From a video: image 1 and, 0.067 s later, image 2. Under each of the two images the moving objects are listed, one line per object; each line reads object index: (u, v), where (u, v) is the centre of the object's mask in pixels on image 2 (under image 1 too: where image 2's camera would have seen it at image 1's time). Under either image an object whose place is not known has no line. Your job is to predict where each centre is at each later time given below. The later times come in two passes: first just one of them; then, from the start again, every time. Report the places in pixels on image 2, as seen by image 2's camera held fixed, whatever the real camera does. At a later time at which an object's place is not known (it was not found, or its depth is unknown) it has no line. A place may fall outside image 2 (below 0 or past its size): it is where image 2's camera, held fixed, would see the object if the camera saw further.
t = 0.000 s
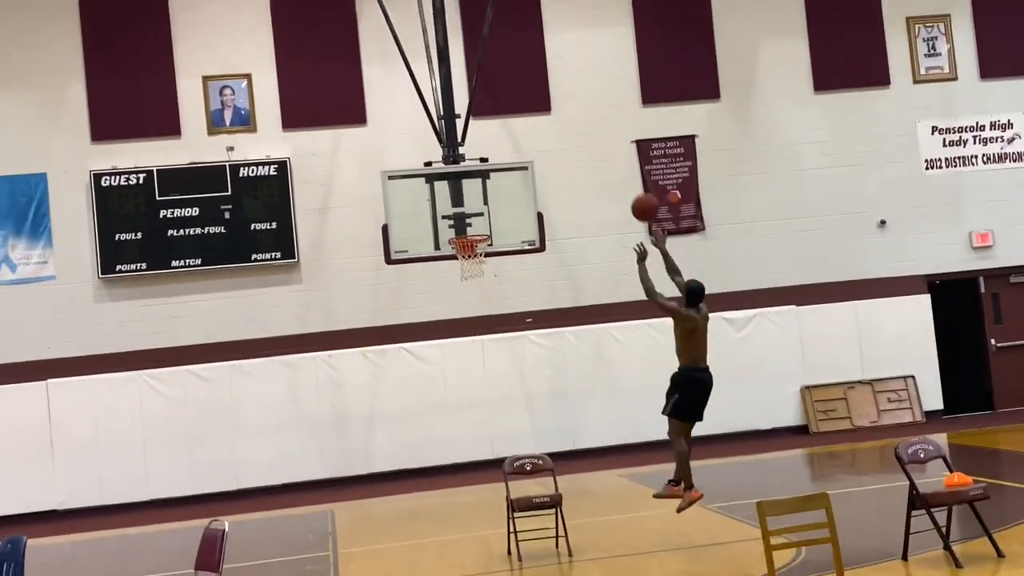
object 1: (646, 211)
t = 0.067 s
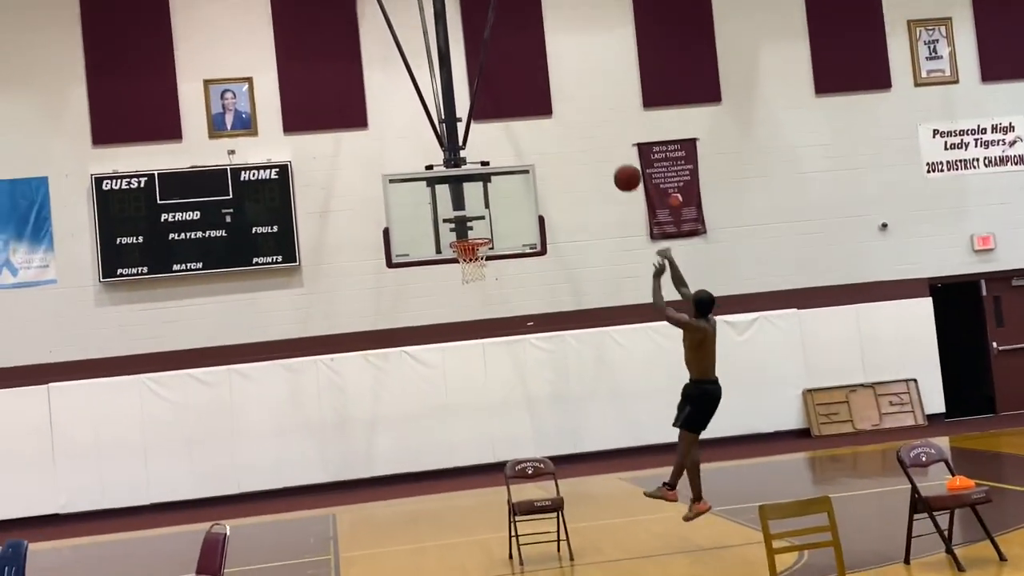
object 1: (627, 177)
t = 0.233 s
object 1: (586, 122)
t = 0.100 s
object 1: (618, 163)
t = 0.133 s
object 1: (609, 151)
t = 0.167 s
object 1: (601, 140)
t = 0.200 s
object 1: (593, 130)
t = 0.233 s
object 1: (586, 122)
